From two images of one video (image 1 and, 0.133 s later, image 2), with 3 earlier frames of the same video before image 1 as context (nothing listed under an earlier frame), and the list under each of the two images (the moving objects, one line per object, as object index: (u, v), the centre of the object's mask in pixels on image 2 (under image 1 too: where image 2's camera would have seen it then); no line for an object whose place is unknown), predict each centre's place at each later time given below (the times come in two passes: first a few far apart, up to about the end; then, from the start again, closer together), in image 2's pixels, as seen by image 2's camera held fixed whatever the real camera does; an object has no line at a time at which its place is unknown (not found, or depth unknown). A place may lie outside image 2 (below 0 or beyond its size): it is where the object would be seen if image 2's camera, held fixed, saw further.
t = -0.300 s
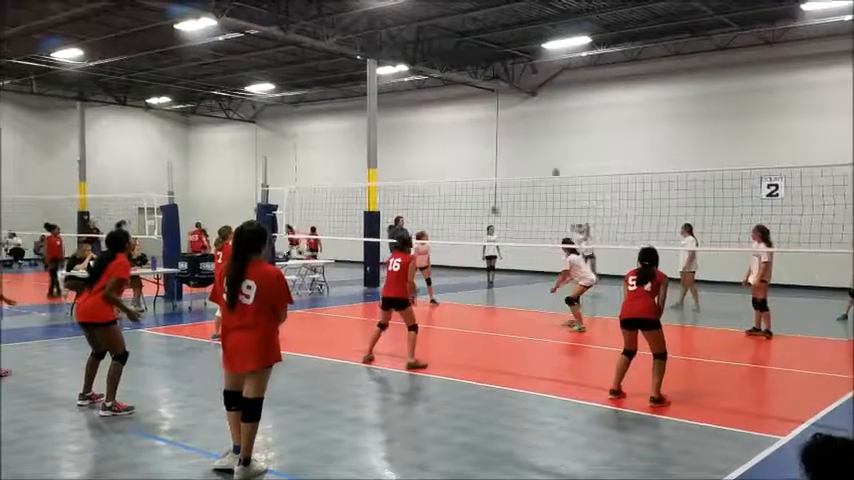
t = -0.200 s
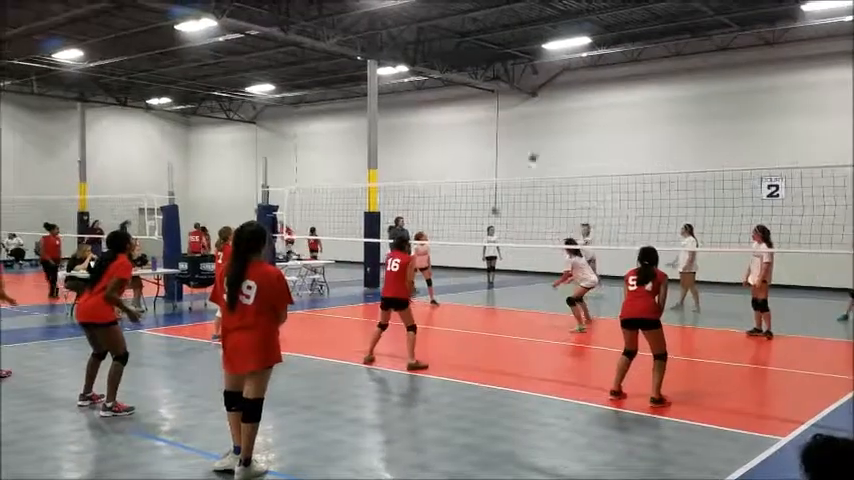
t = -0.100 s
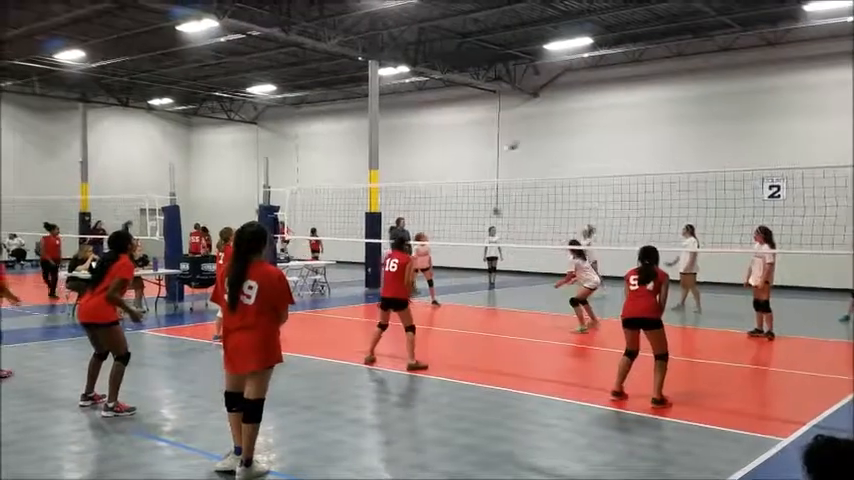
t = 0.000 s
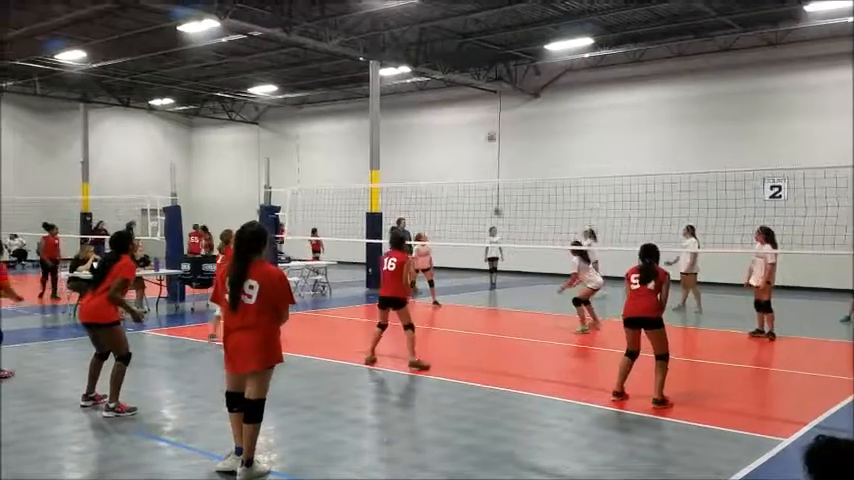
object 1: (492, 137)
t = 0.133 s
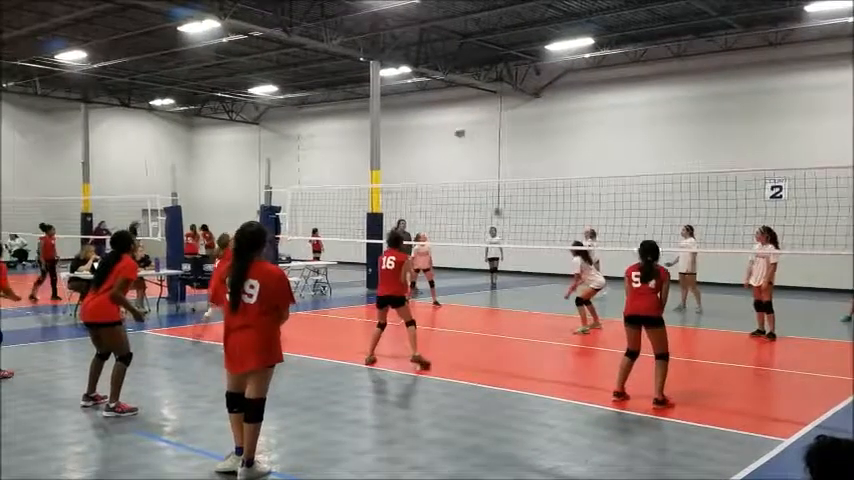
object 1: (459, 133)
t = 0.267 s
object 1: (425, 138)
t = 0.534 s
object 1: (354, 179)
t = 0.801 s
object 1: (327, 180)
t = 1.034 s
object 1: (304, 208)
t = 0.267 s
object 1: (425, 138)
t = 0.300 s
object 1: (417, 141)
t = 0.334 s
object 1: (408, 144)
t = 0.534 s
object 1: (354, 179)
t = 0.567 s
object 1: (348, 183)
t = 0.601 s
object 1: (347, 181)
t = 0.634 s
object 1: (342, 179)
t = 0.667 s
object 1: (340, 179)
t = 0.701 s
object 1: (337, 178)
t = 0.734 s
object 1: (333, 177)
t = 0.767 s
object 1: (330, 179)
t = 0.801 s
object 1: (327, 180)
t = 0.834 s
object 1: (323, 181)
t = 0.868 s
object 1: (321, 184)
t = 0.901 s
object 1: (317, 186)
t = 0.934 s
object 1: (314, 192)
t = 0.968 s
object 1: (312, 195)
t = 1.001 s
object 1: (311, 198)
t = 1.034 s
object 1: (304, 208)
